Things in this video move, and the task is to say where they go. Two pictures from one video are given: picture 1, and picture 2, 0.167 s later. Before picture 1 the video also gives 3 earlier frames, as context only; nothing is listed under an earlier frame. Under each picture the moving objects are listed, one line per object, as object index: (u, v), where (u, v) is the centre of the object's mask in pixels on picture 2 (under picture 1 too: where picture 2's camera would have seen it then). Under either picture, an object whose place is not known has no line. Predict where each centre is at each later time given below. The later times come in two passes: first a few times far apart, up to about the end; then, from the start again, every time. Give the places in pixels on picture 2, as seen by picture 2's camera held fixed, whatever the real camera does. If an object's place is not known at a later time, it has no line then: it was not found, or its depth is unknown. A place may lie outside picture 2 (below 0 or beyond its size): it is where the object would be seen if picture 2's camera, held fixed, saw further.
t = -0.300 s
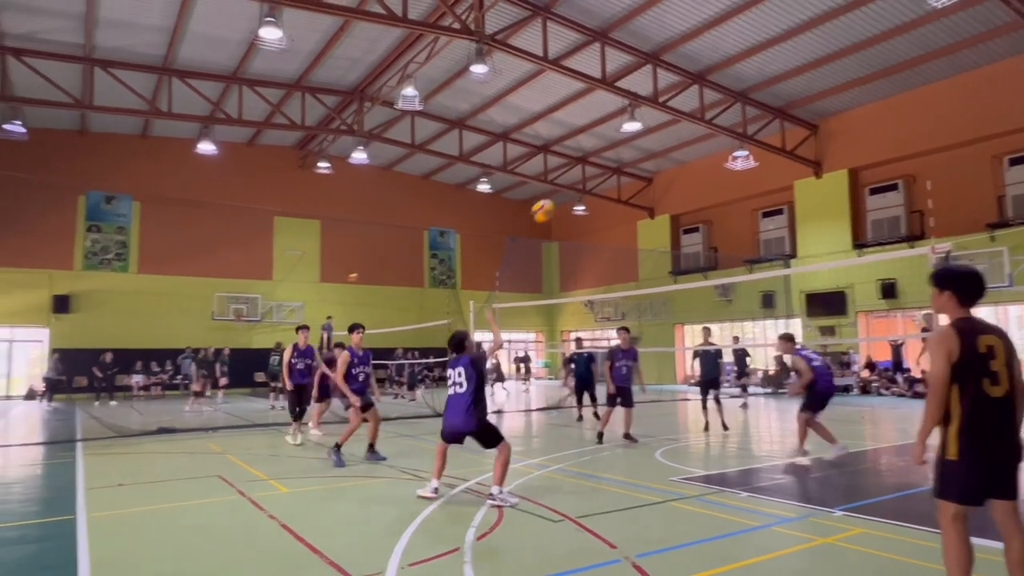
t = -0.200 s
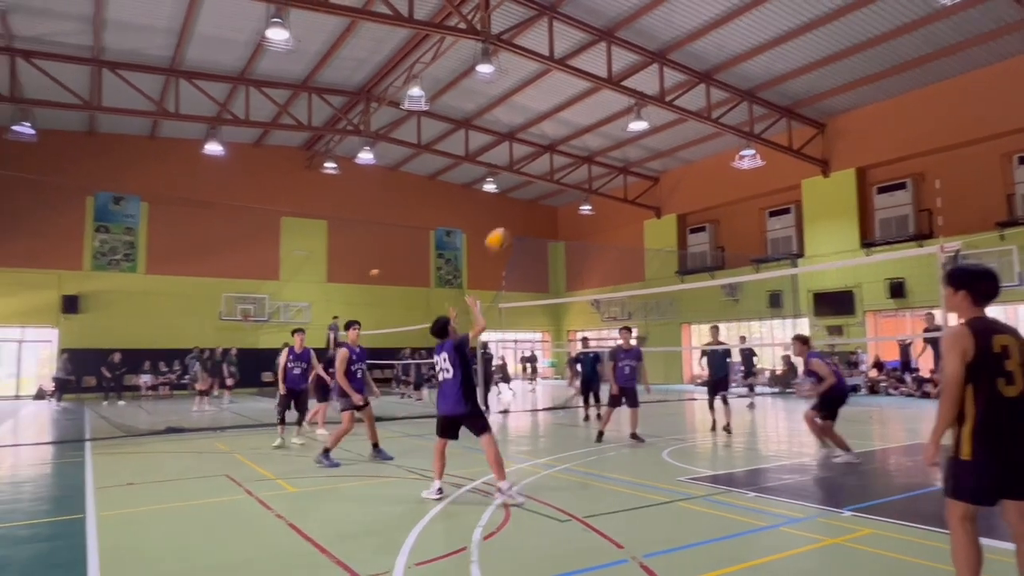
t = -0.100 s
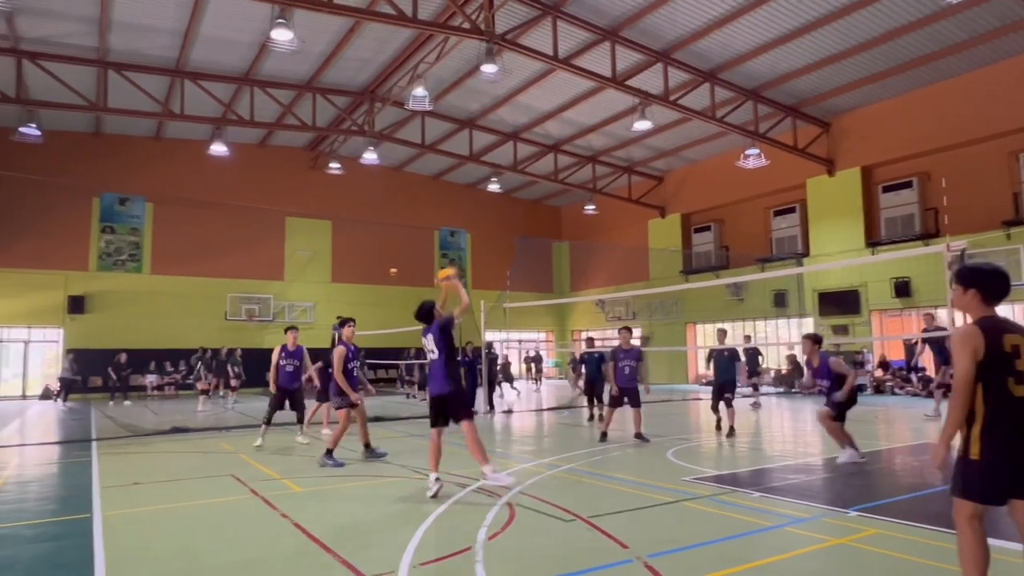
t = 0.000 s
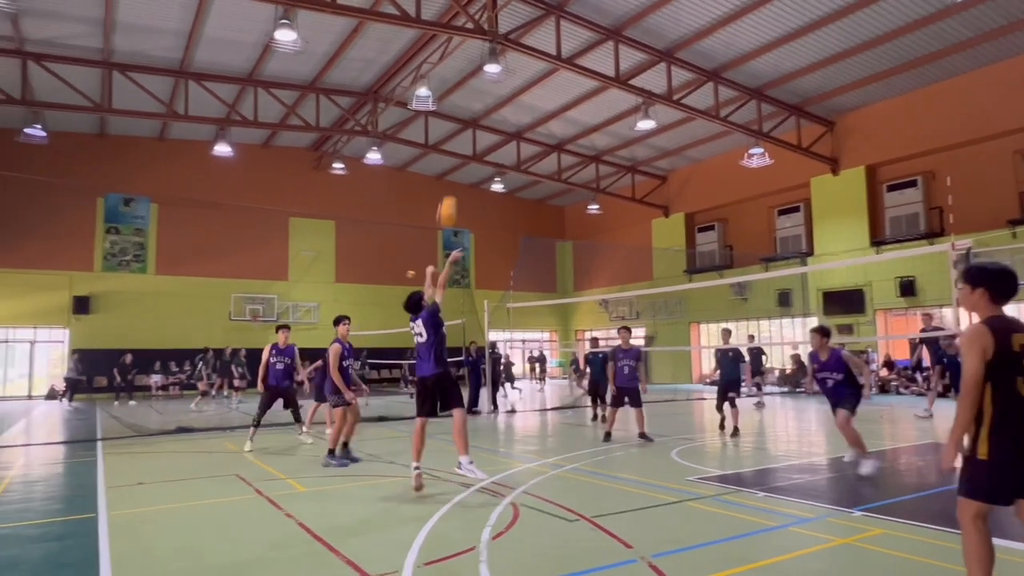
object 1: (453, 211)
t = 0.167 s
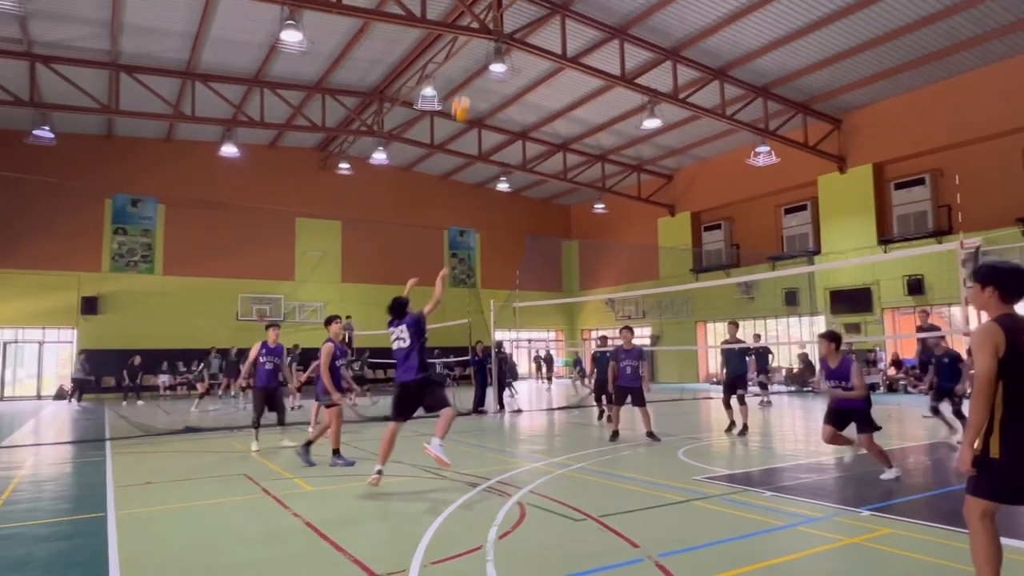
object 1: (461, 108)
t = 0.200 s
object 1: (462, 93)
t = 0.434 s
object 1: (473, 23)
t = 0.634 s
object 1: (481, 7)
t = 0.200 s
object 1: (462, 93)
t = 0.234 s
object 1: (464, 79)
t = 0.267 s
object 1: (465, 66)
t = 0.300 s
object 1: (467, 55)
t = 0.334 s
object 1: (469, 45)
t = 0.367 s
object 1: (471, 36)
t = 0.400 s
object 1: (472, 29)
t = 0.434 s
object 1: (473, 23)
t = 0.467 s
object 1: (475, 18)
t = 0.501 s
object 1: (476, 15)
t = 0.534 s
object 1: (478, 11)
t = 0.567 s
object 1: (479, 9)
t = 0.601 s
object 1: (480, 8)
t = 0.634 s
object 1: (481, 7)
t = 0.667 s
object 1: (482, 8)
